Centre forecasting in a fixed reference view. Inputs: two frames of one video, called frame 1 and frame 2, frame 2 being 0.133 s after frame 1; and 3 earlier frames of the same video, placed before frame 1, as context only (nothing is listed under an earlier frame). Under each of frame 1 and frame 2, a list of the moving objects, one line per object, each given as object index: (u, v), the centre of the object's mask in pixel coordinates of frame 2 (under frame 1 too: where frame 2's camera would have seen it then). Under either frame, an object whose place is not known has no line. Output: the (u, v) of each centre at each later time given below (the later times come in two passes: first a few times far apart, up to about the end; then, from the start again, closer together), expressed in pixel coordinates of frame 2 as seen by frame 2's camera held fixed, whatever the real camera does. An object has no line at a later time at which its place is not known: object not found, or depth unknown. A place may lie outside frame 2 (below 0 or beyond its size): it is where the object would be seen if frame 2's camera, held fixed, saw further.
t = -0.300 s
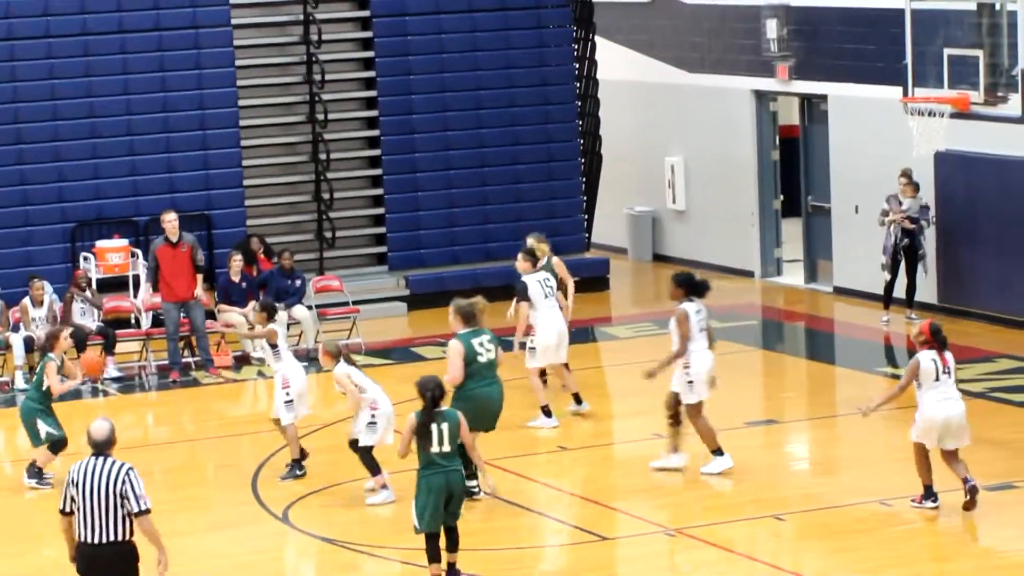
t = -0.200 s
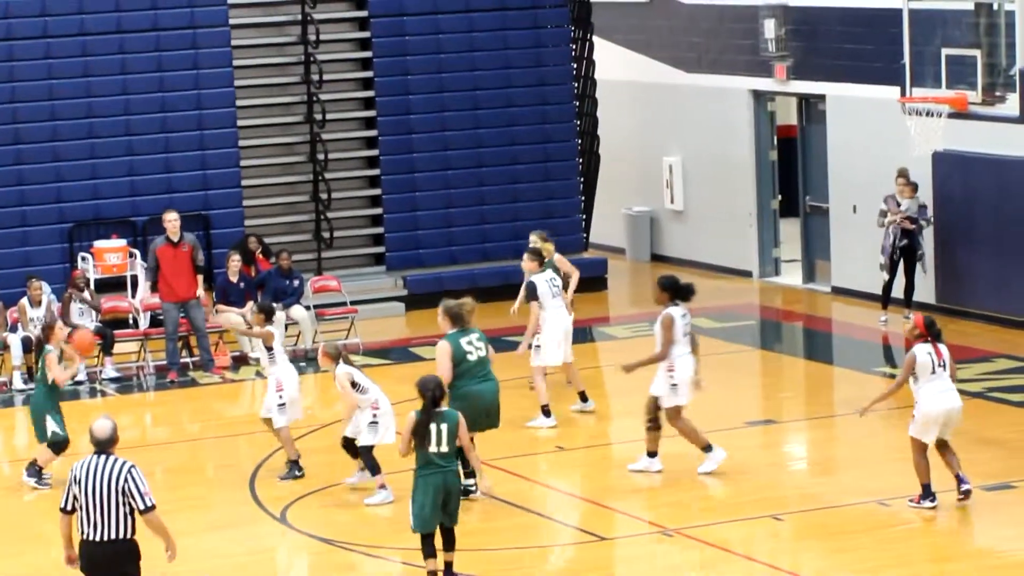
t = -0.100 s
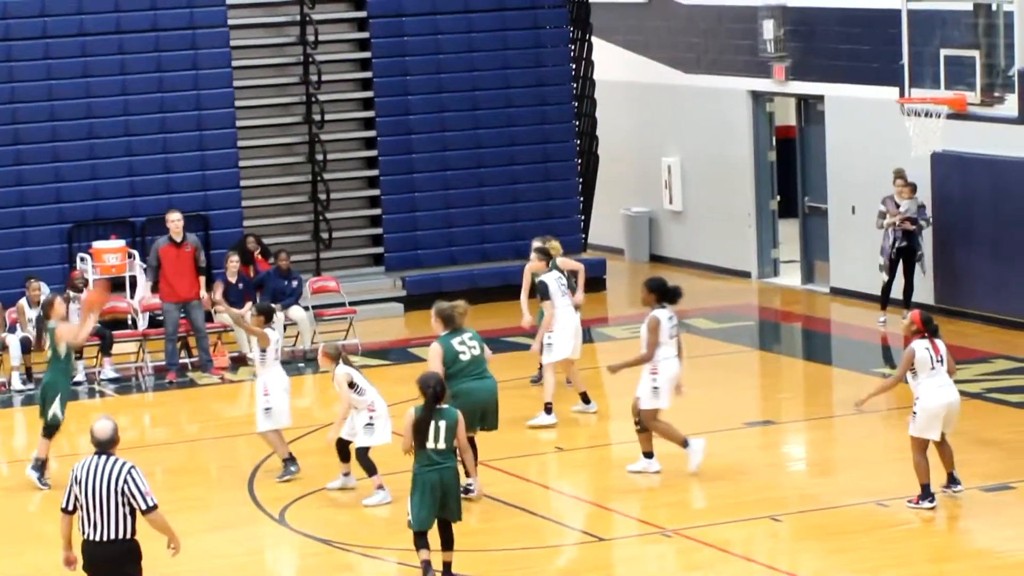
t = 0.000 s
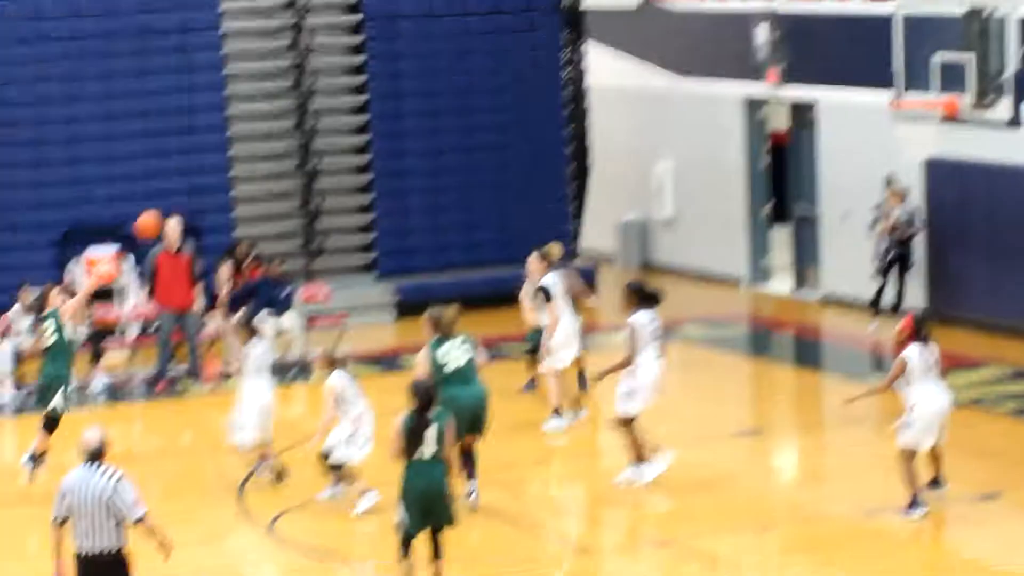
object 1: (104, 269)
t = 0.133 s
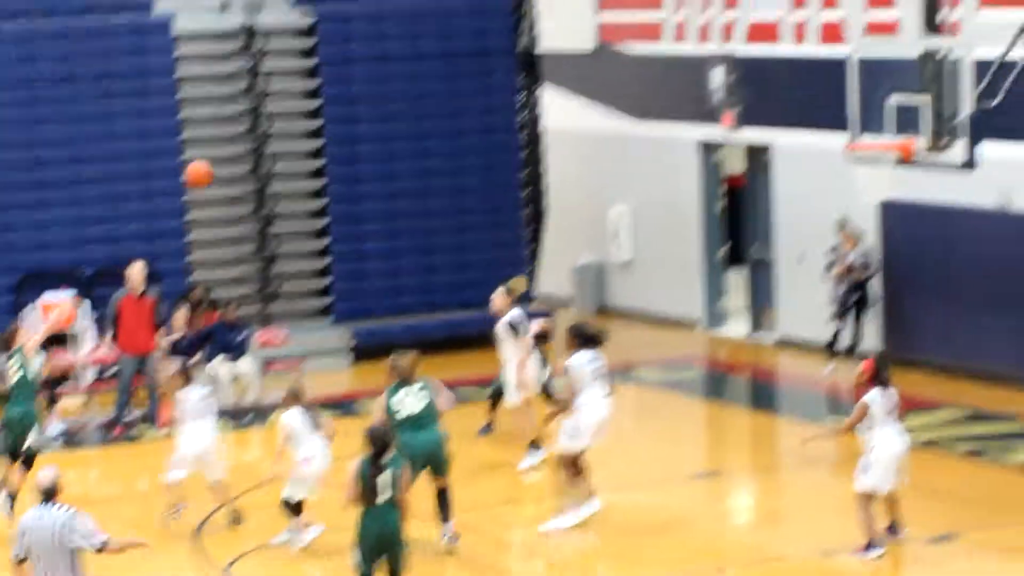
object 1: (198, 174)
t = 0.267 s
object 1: (294, 98)
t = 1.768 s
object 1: (717, 151)
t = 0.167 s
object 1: (223, 153)
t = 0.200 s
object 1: (247, 133)
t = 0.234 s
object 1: (270, 114)
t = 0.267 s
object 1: (294, 98)
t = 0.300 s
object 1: (318, 82)
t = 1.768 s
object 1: (717, 151)
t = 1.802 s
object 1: (710, 162)
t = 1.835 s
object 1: (702, 176)
